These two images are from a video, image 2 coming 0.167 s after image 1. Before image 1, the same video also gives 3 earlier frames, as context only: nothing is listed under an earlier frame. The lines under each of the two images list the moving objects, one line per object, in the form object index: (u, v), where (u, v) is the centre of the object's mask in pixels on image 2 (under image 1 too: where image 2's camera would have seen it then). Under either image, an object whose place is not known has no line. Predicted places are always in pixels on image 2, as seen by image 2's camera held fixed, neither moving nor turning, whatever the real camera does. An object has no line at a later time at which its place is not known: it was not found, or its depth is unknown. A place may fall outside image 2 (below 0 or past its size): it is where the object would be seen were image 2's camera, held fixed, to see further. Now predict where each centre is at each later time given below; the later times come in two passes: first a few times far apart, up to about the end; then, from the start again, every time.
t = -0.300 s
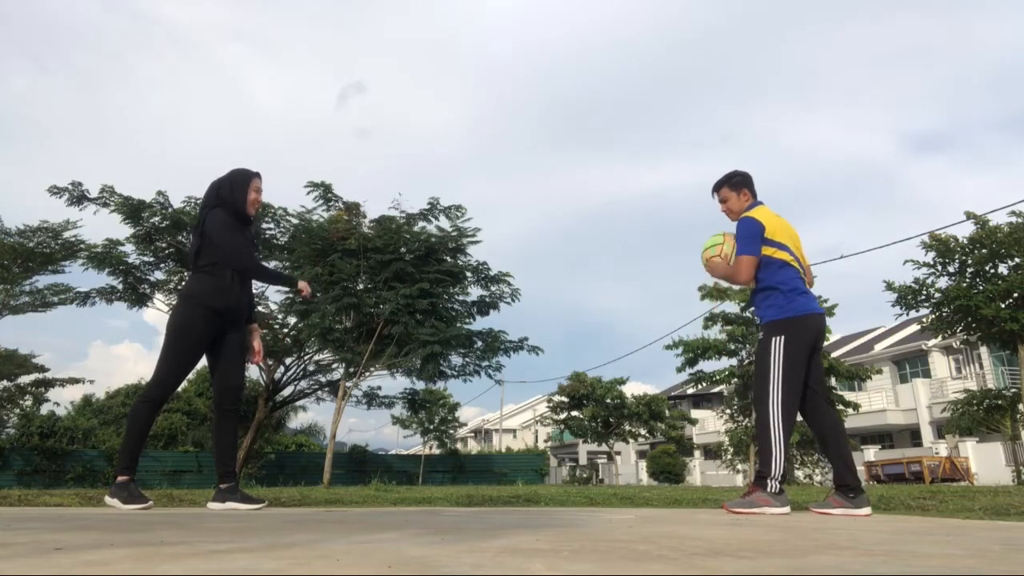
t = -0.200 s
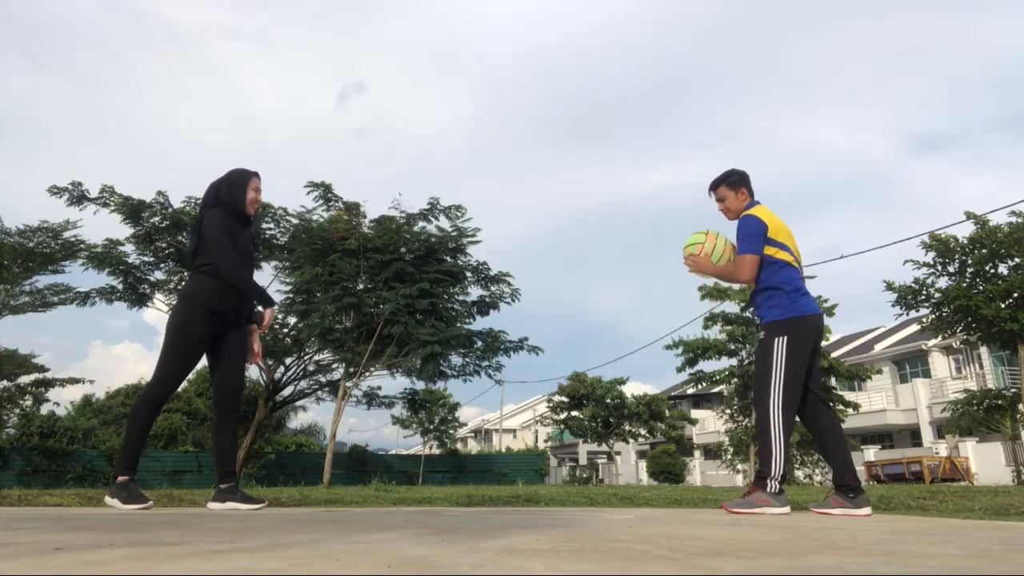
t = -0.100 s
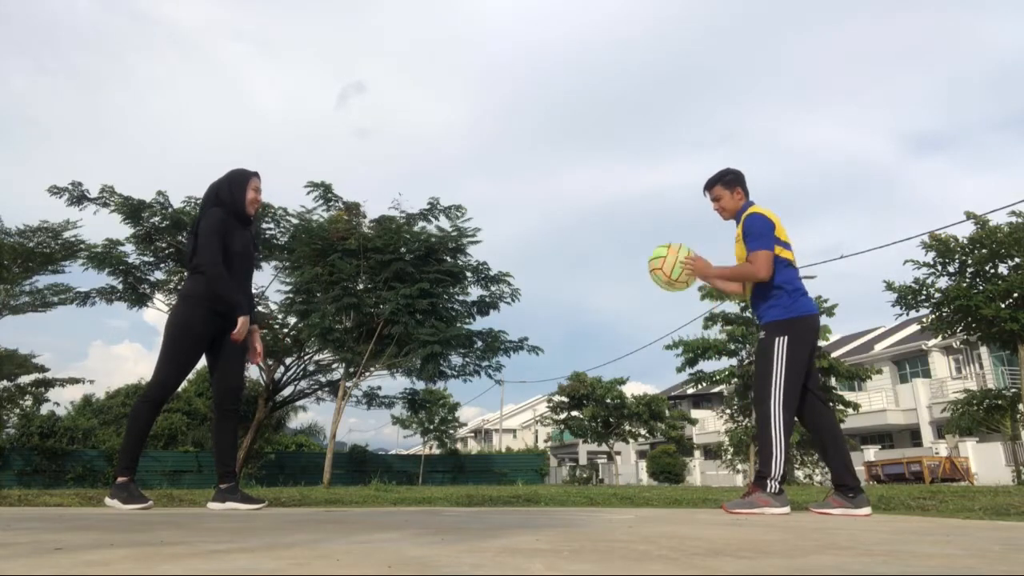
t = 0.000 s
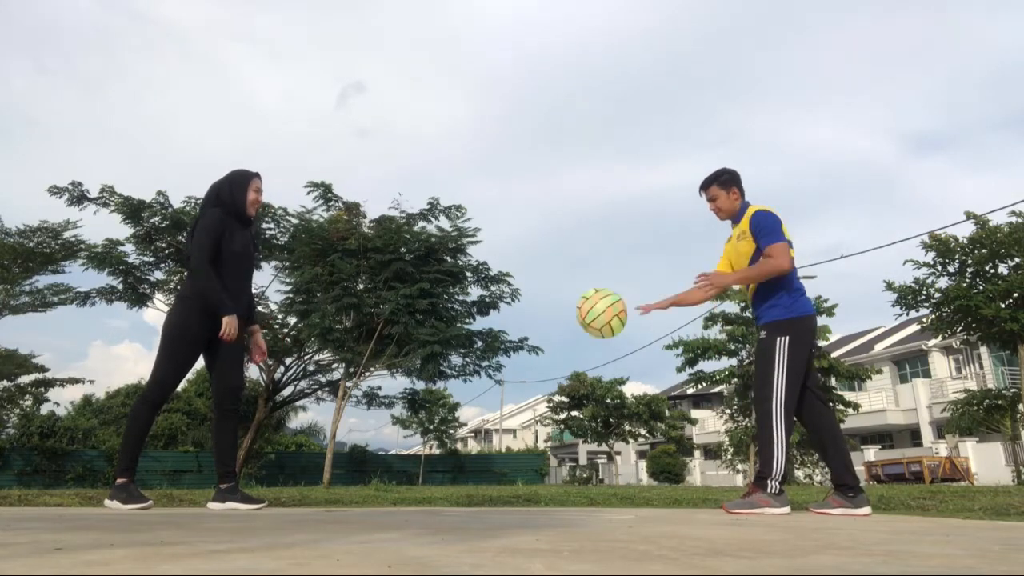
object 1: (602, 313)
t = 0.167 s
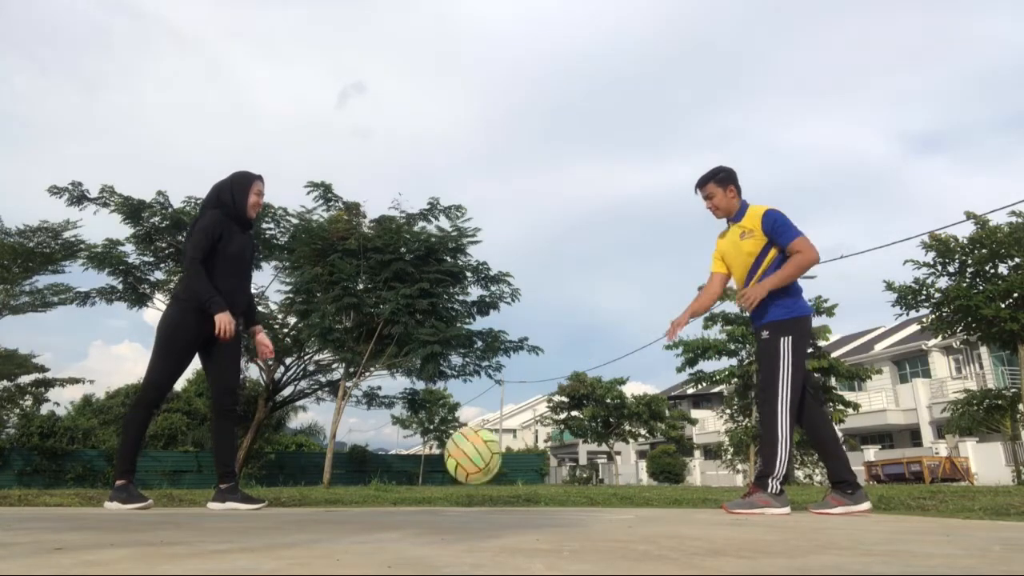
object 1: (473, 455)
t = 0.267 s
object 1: (426, 416)
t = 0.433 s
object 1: (372, 296)
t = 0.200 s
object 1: (450, 482)
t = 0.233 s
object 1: (438, 448)
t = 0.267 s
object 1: (426, 416)
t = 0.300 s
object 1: (414, 386)
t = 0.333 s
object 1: (403, 359)
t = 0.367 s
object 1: (392, 336)
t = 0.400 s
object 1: (382, 315)
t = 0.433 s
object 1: (372, 296)
